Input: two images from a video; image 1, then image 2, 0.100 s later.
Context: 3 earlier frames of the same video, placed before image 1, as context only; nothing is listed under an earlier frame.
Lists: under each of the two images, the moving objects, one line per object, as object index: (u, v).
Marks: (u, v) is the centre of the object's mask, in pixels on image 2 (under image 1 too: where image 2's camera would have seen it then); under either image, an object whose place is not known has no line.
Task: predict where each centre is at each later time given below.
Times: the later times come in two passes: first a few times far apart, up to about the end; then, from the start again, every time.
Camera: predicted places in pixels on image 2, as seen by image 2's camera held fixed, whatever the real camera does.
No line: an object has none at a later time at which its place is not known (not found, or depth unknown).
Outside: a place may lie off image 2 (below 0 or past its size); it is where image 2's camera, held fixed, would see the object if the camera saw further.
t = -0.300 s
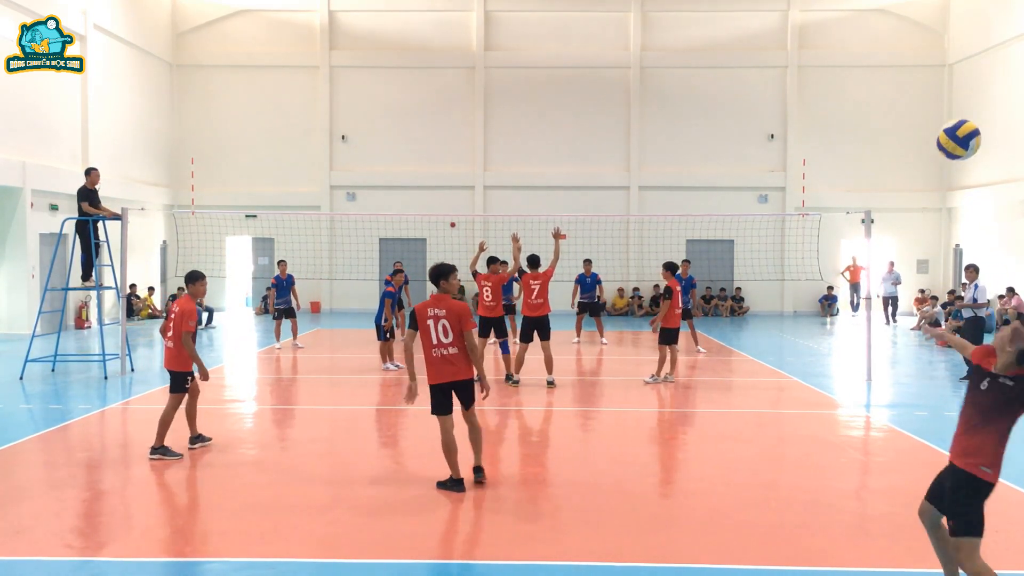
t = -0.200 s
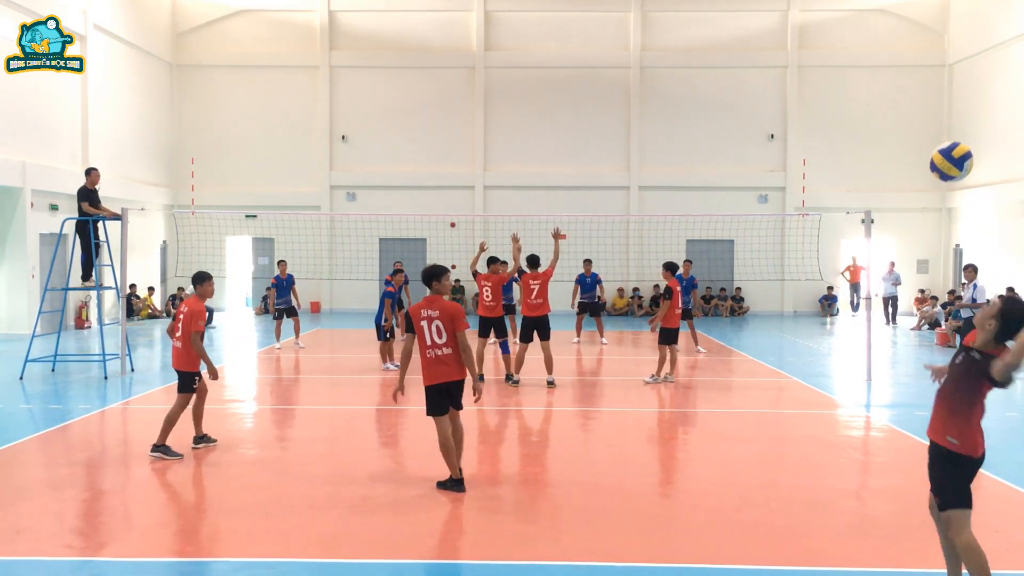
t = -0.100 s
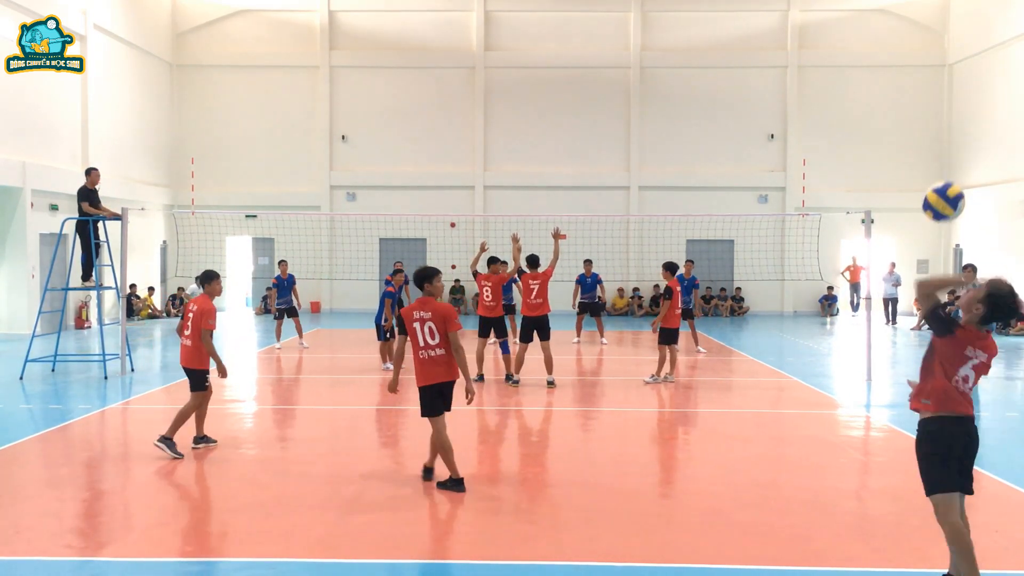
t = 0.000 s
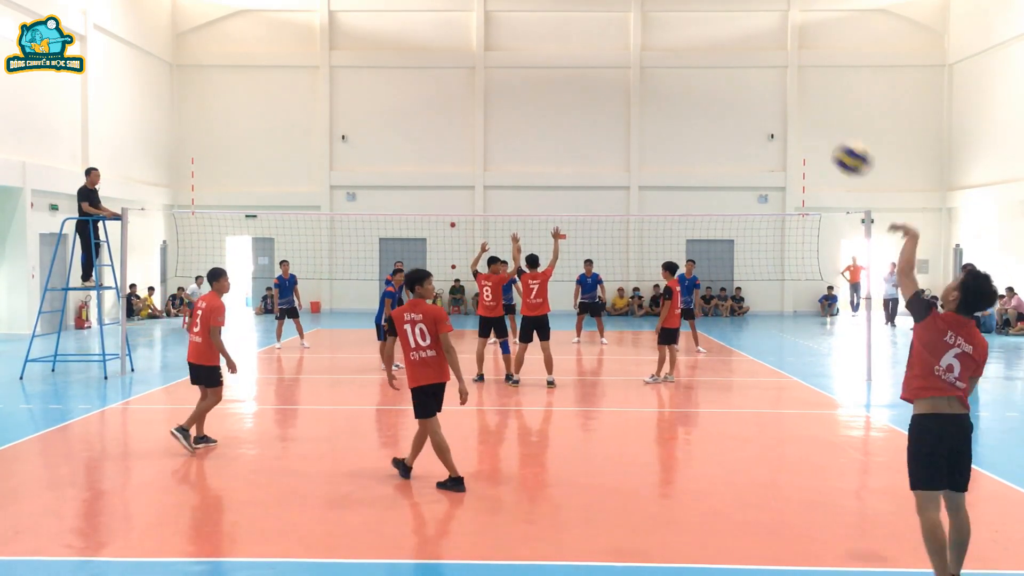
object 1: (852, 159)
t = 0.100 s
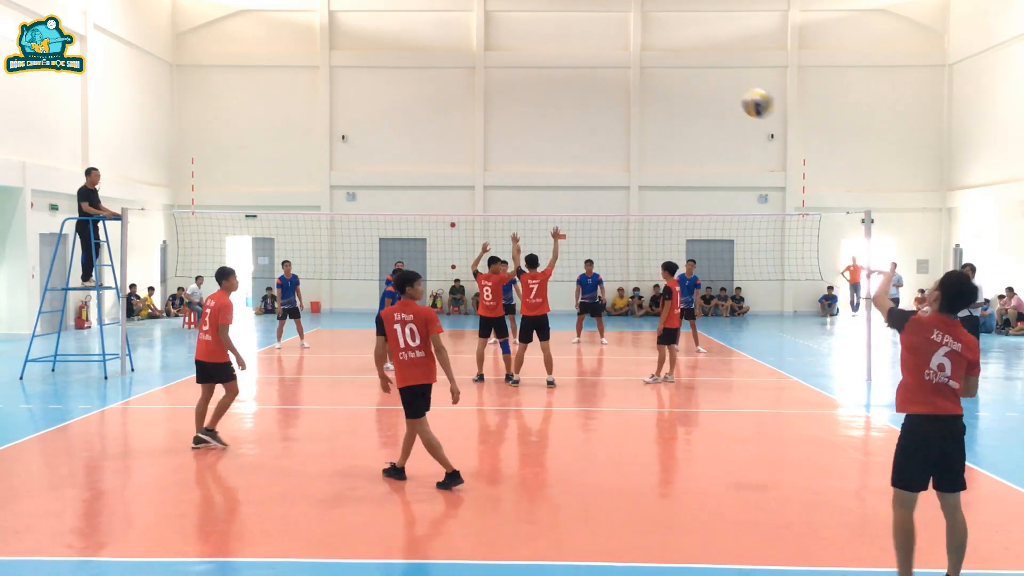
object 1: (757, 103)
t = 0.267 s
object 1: (658, 74)
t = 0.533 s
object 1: (568, 102)
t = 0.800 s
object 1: (519, 172)
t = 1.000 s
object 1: (495, 236)
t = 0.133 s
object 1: (733, 93)
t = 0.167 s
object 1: (711, 84)
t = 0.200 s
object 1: (692, 79)
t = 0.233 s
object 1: (674, 76)
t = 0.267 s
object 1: (658, 74)
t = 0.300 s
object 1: (643, 73)
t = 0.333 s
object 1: (629, 74)
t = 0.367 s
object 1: (617, 77)
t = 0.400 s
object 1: (606, 80)
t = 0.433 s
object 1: (595, 85)
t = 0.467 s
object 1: (586, 90)
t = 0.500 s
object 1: (576, 96)
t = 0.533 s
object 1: (568, 102)
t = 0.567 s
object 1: (560, 110)
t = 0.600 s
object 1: (553, 117)
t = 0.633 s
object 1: (546, 126)
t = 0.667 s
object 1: (540, 134)
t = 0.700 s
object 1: (534, 142)
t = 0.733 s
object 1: (528, 152)
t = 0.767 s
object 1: (523, 162)
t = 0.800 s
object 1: (519, 172)
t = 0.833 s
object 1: (514, 181)
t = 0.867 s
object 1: (509, 193)
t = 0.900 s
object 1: (505, 202)
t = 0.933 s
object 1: (502, 212)
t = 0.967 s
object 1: (498, 224)
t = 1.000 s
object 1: (495, 236)
